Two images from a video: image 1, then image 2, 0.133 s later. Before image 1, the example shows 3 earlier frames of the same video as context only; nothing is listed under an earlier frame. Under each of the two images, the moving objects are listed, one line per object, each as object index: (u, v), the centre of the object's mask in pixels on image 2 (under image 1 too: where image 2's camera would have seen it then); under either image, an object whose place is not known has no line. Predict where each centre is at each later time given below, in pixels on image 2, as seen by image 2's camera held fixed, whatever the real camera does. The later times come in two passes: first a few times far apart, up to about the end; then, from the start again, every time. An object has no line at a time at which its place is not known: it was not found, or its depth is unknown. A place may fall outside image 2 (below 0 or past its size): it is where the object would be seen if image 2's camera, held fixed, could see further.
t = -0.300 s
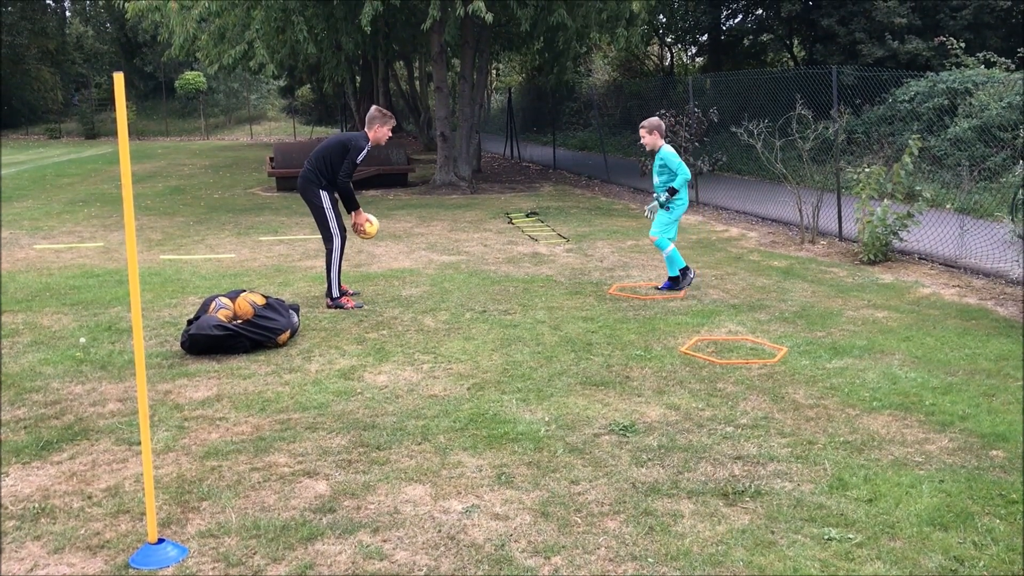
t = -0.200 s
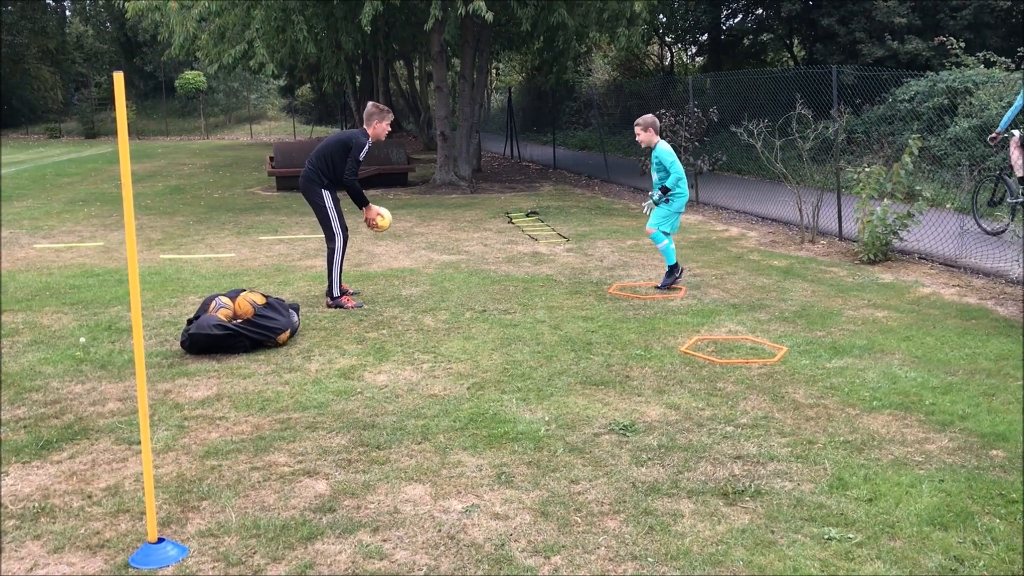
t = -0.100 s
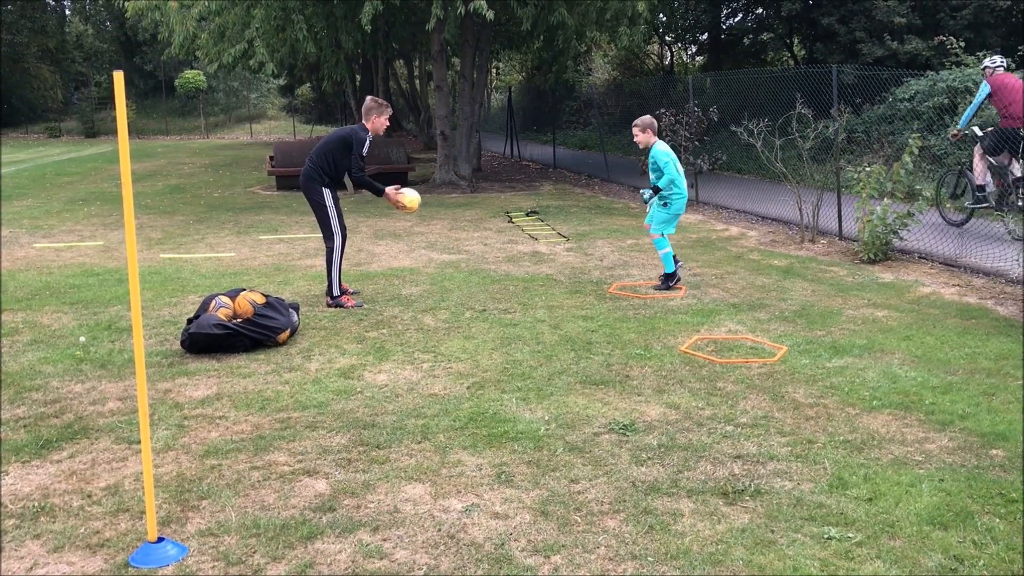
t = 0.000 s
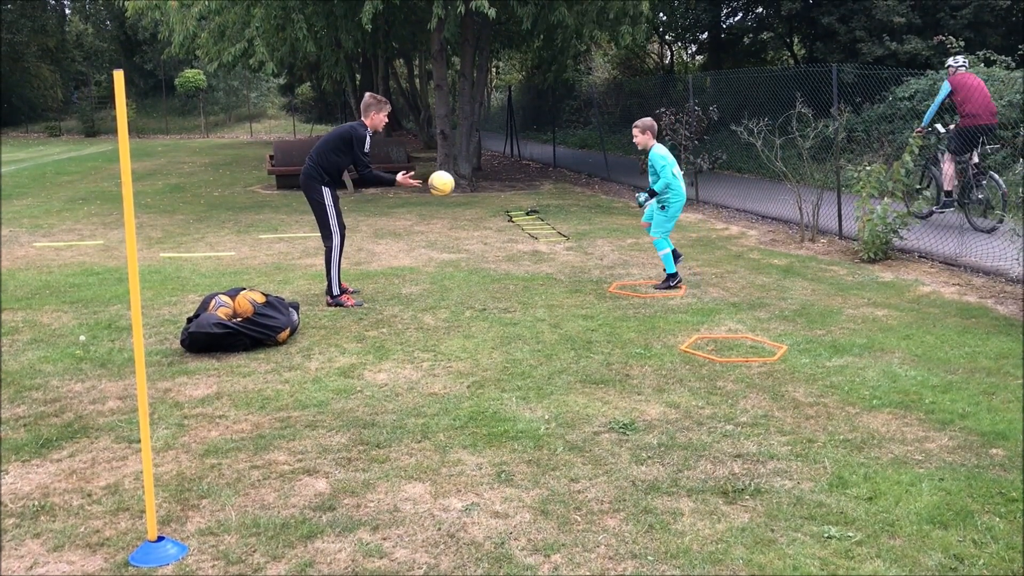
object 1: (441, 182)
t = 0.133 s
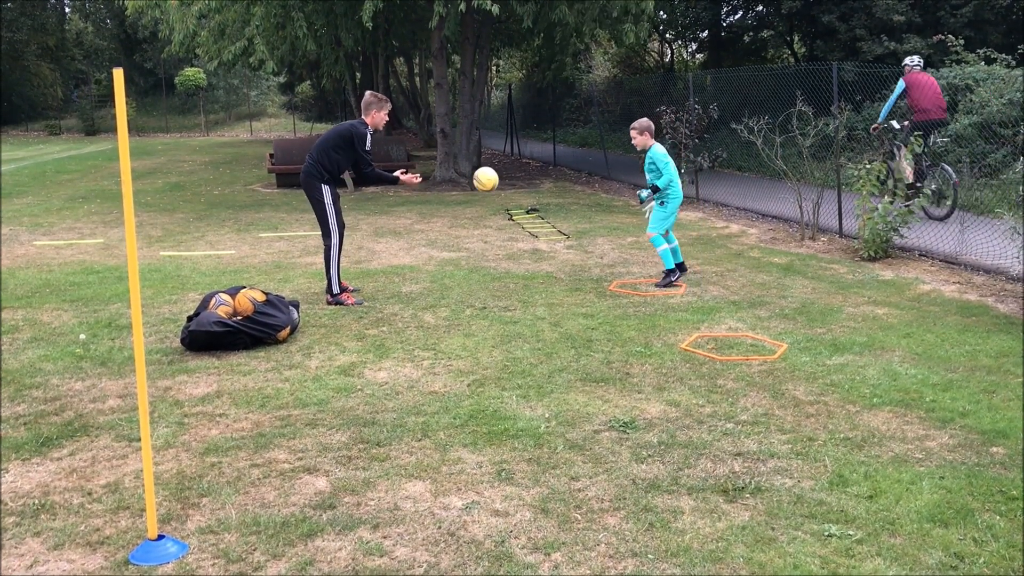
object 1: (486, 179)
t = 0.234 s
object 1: (518, 191)
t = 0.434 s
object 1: (580, 248)
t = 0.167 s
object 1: (496, 182)
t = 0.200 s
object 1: (507, 186)
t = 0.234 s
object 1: (518, 191)
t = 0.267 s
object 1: (528, 198)
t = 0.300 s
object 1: (539, 205)
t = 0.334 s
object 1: (549, 214)
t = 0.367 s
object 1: (559, 224)
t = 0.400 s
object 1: (569, 236)
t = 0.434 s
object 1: (580, 248)
